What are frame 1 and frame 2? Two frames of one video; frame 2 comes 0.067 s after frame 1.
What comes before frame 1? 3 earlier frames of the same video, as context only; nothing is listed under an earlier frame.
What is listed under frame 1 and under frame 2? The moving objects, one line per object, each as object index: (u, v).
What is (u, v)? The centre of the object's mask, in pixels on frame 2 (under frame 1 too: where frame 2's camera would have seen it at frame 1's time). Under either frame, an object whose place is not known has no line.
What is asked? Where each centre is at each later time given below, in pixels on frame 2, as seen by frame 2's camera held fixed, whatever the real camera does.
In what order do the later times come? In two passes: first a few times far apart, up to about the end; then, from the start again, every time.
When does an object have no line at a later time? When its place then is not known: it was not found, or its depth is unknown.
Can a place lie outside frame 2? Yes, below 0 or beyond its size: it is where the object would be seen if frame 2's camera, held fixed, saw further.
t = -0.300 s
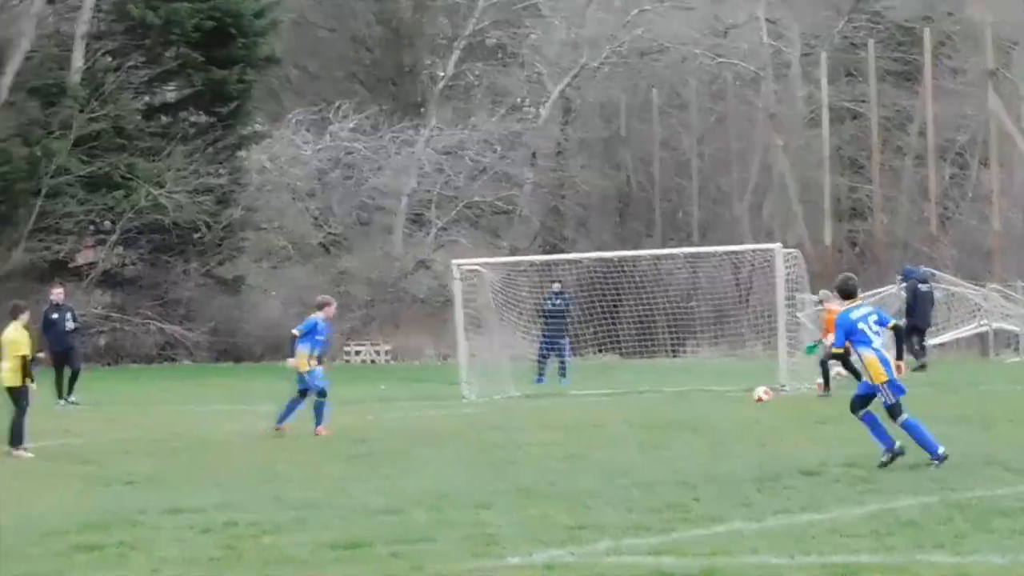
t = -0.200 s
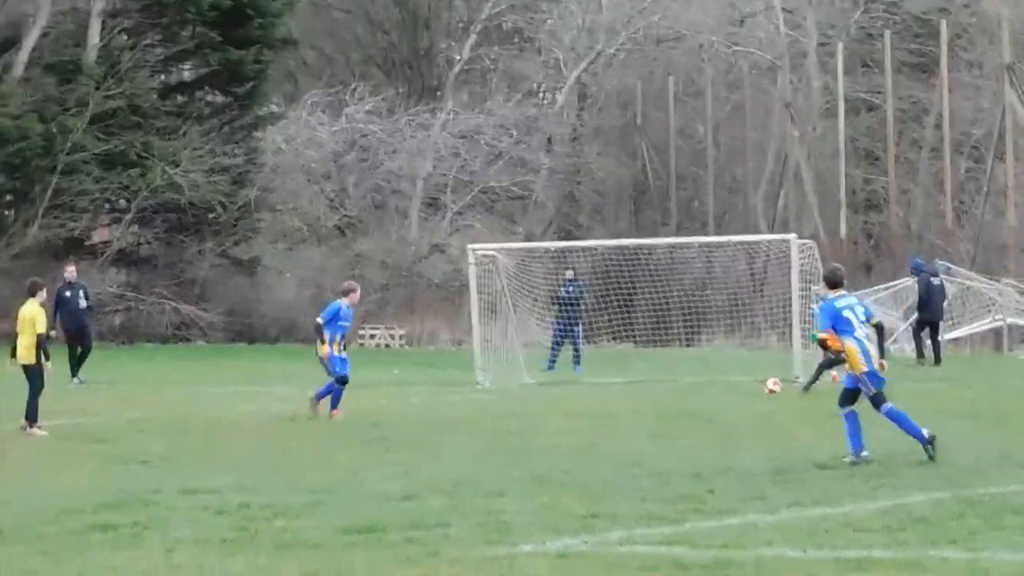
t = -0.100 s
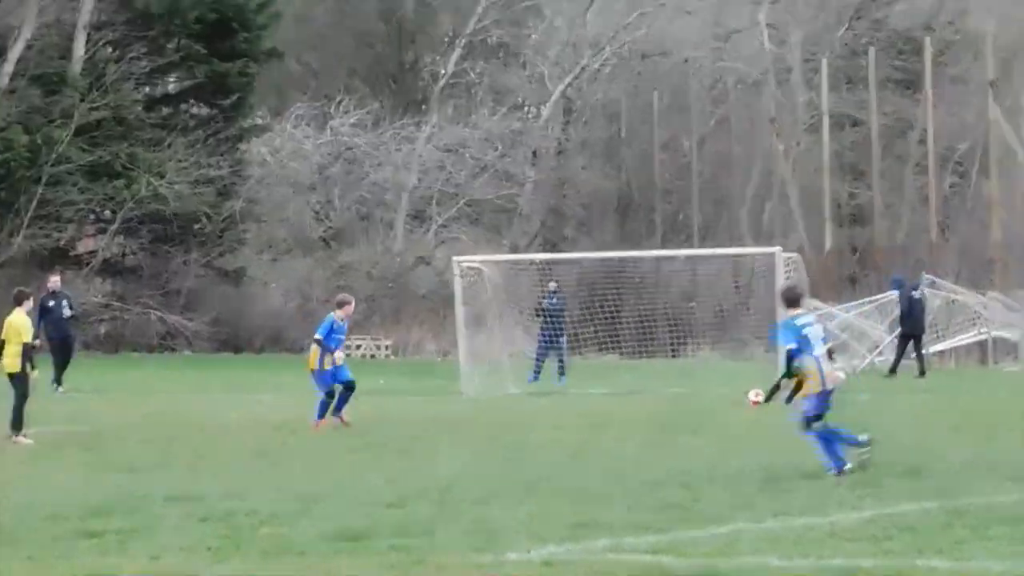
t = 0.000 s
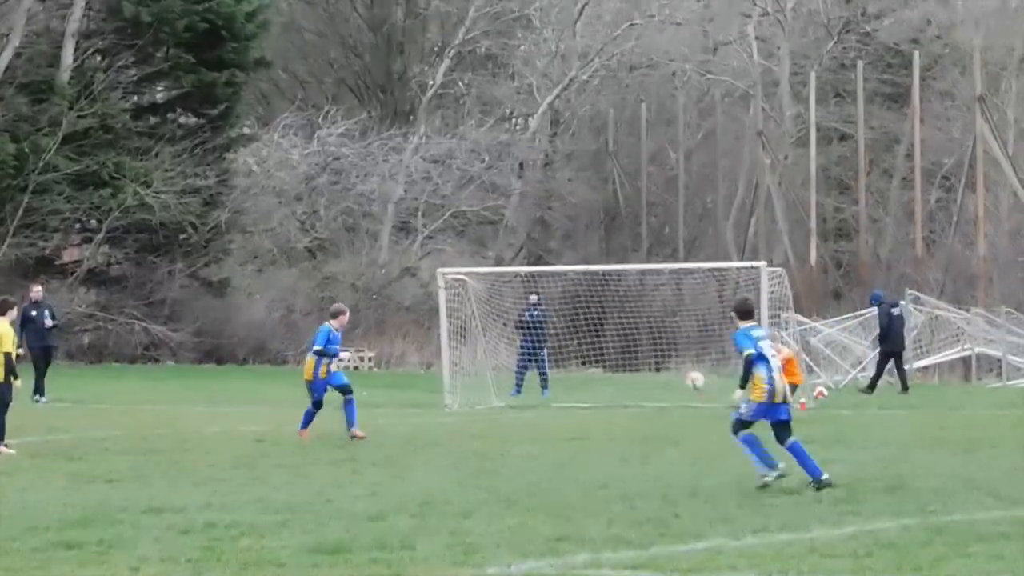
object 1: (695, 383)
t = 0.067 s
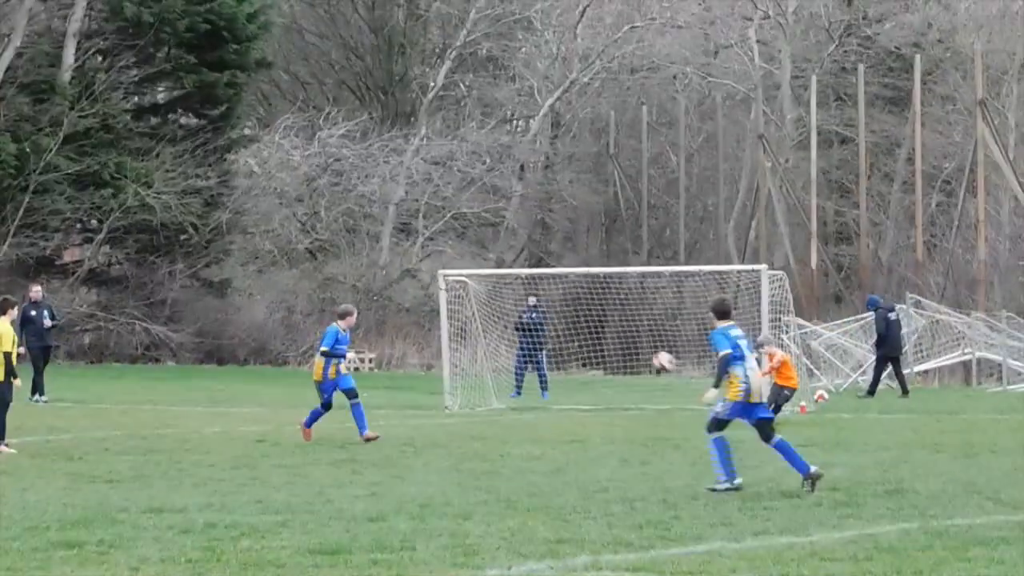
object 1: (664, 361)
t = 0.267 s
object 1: (560, 306)
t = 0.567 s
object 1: (386, 274)
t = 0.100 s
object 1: (647, 350)
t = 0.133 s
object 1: (630, 340)
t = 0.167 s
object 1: (612, 330)
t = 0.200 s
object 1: (596, 320)
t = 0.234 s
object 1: (578, 314)
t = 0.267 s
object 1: (560, 306)
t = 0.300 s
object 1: (542, 298)
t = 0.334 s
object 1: (522, 292)
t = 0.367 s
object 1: (503, 287)
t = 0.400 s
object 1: (485, 283)
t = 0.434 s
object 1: (466, 280)
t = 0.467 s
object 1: (445, 277)
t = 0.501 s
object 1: (425, 275)
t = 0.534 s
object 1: (406, 274)
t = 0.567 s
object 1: (386, 274)
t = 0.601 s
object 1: (368, 275)
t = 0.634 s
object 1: (347, 275)
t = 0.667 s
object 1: (327, 278)
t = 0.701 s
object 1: (307, 281)
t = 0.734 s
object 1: (287, 285)
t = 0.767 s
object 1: (265, 291)
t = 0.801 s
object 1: (242, 298)
